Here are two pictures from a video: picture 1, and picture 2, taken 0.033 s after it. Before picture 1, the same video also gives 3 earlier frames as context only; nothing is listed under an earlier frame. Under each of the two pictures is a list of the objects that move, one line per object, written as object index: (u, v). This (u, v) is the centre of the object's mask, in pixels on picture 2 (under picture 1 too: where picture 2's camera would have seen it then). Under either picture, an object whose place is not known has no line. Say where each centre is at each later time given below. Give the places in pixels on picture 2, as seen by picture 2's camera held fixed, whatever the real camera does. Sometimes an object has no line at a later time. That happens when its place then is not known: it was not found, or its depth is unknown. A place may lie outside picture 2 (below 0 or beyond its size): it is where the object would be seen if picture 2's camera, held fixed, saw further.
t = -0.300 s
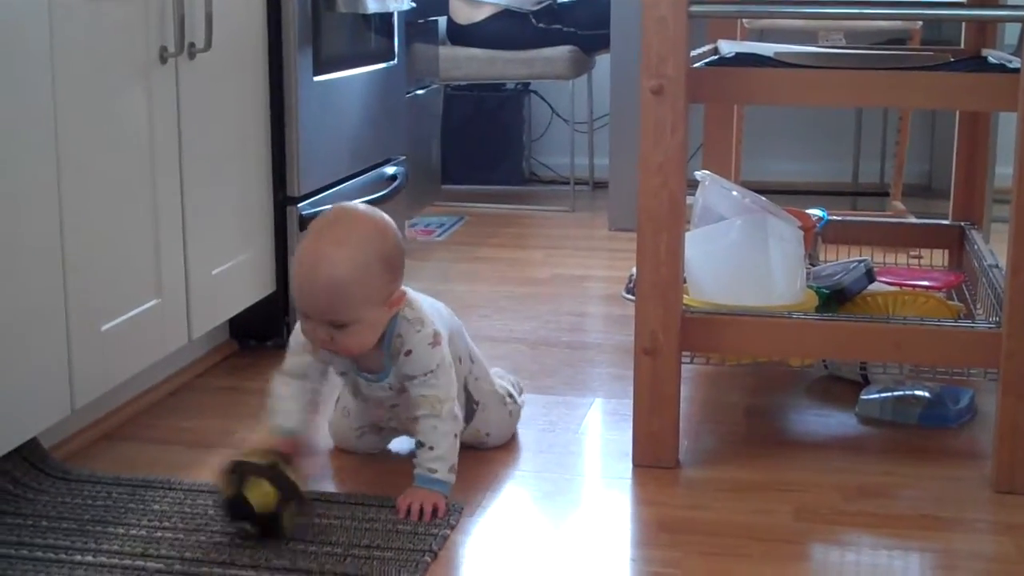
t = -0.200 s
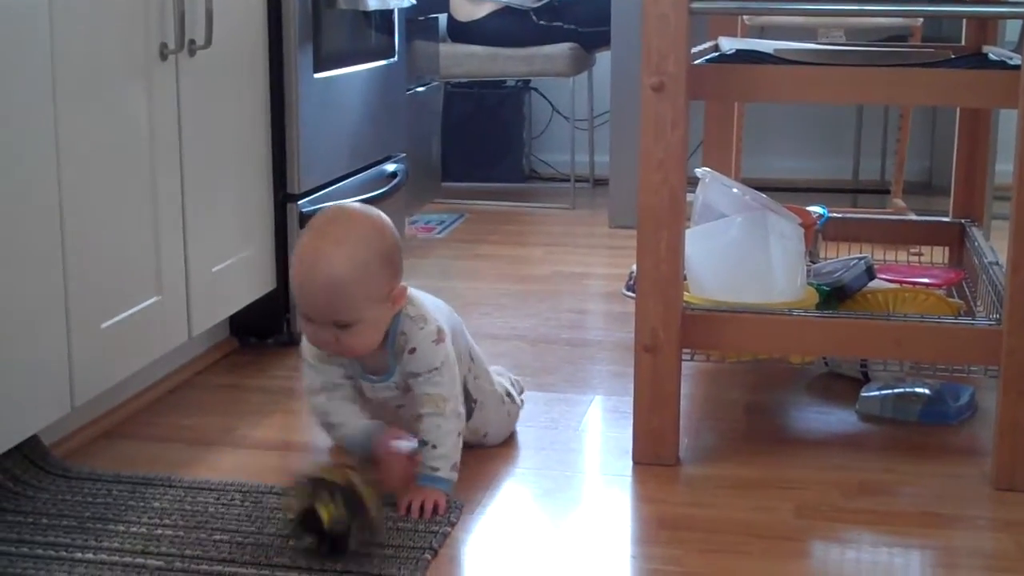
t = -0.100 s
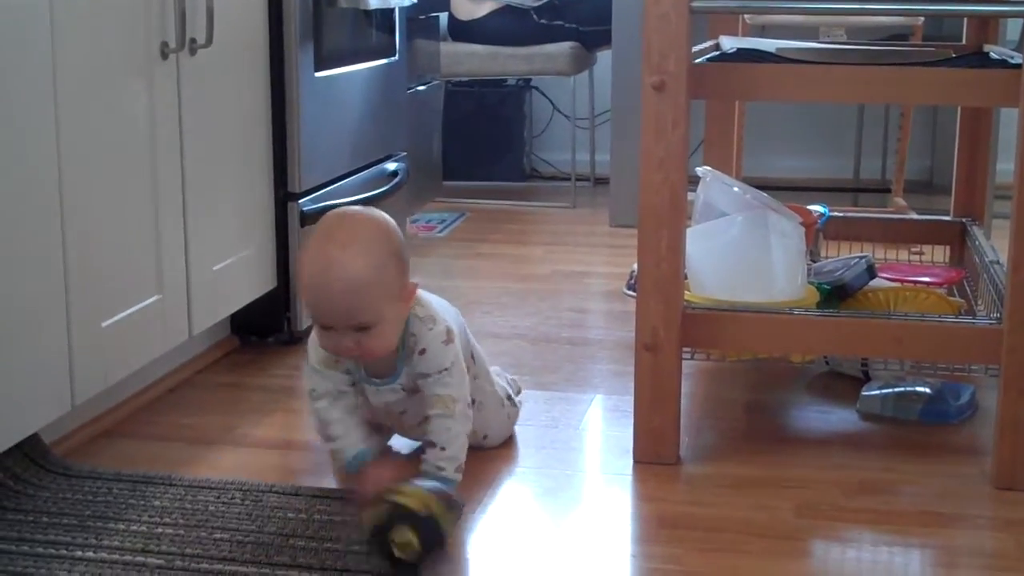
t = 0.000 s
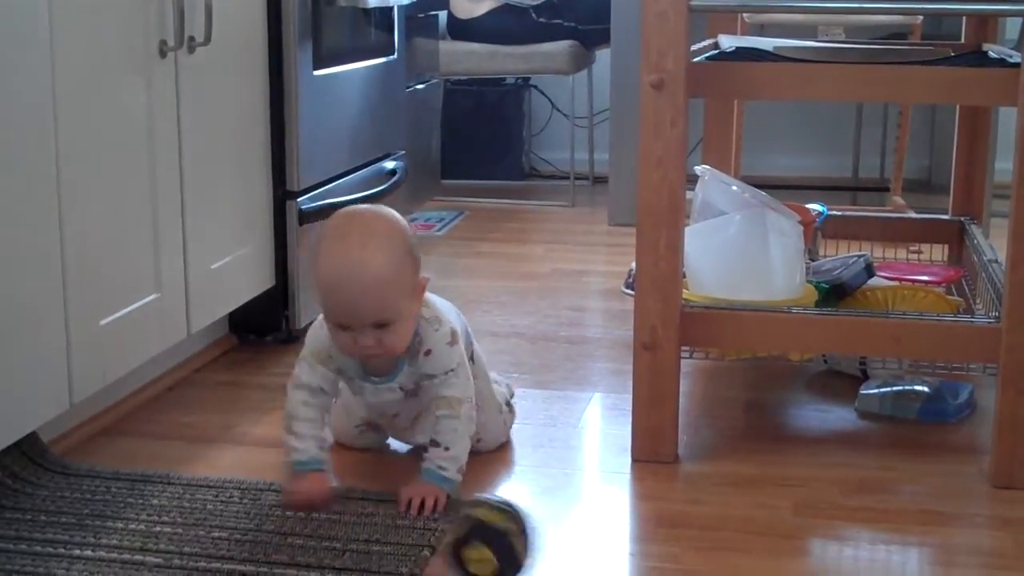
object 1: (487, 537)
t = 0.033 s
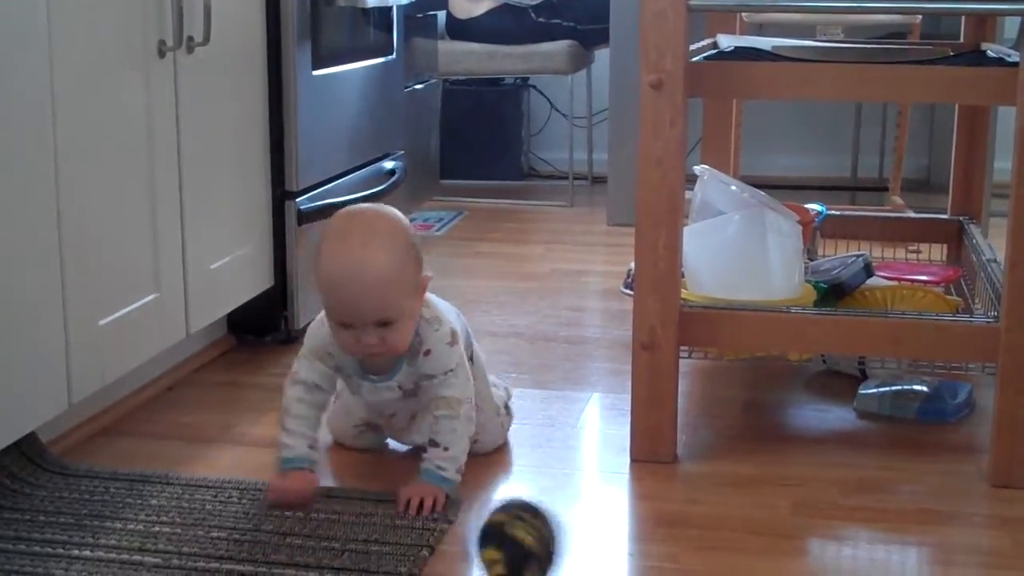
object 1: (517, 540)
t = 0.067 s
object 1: (544, 543)
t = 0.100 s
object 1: (571, 551)
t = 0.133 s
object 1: (600, 557)
